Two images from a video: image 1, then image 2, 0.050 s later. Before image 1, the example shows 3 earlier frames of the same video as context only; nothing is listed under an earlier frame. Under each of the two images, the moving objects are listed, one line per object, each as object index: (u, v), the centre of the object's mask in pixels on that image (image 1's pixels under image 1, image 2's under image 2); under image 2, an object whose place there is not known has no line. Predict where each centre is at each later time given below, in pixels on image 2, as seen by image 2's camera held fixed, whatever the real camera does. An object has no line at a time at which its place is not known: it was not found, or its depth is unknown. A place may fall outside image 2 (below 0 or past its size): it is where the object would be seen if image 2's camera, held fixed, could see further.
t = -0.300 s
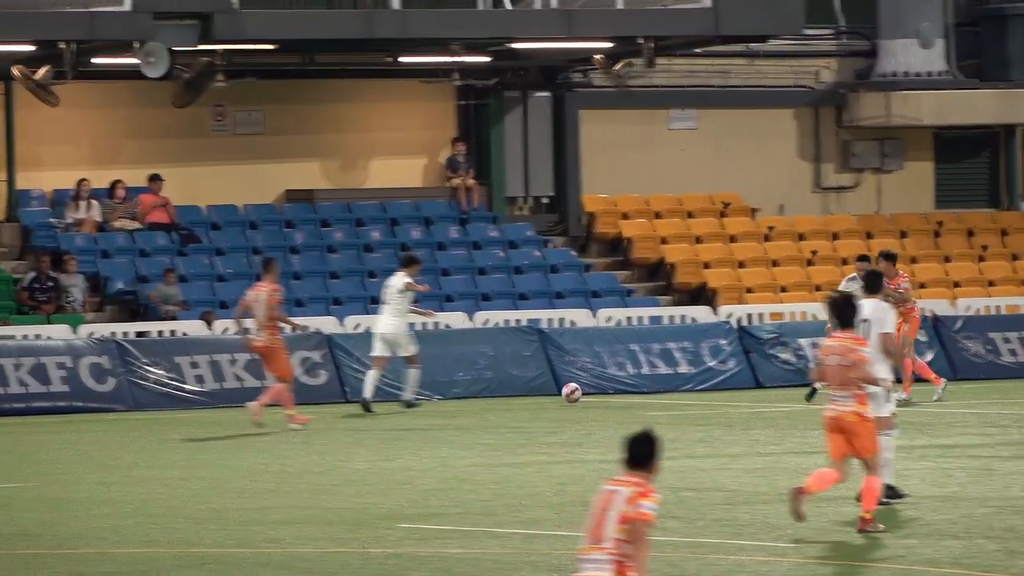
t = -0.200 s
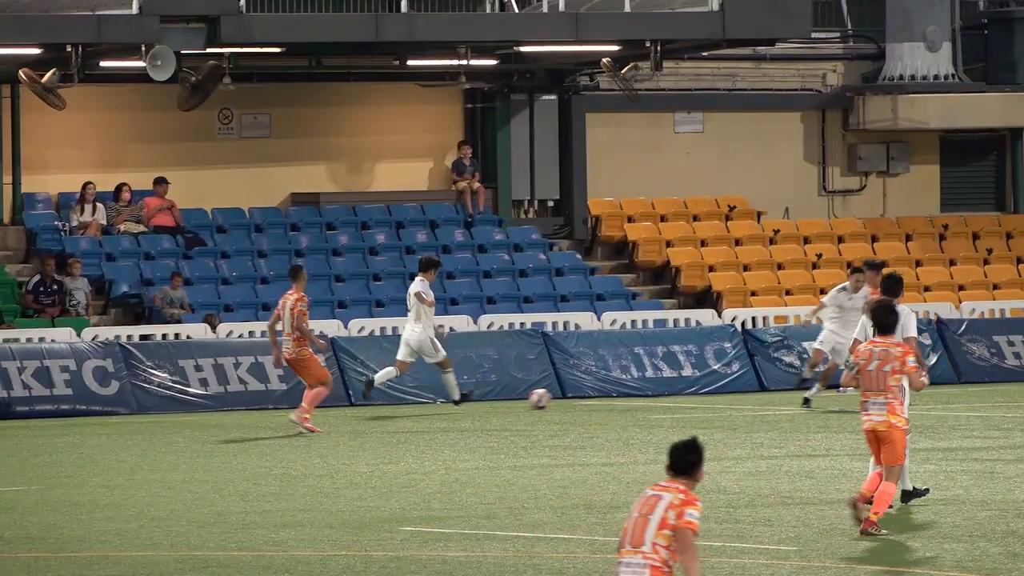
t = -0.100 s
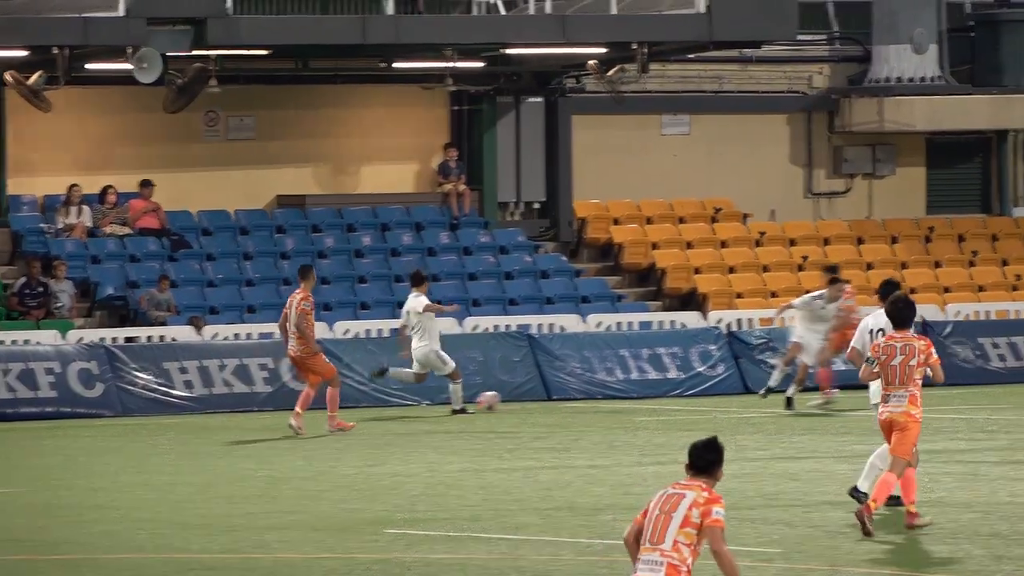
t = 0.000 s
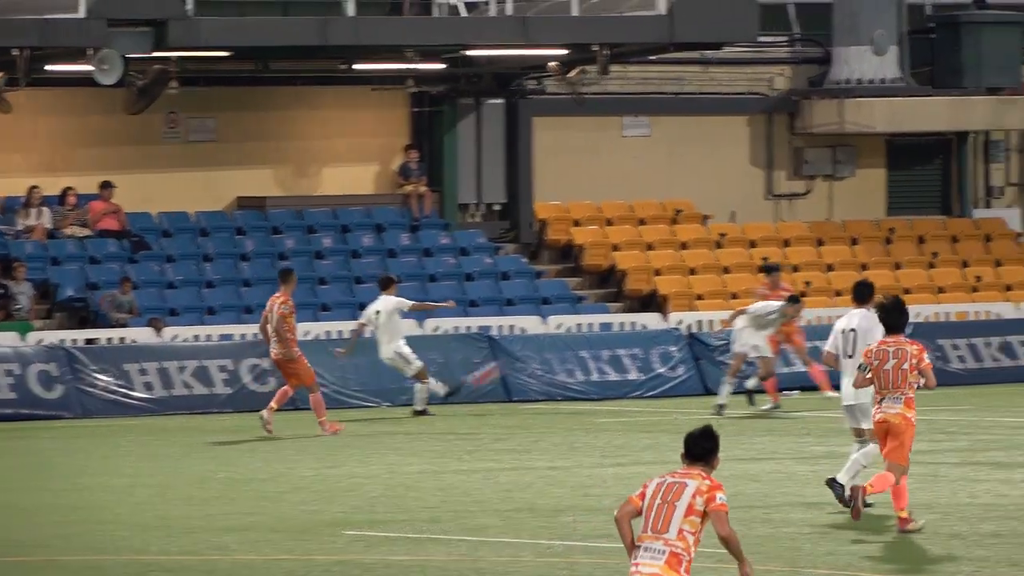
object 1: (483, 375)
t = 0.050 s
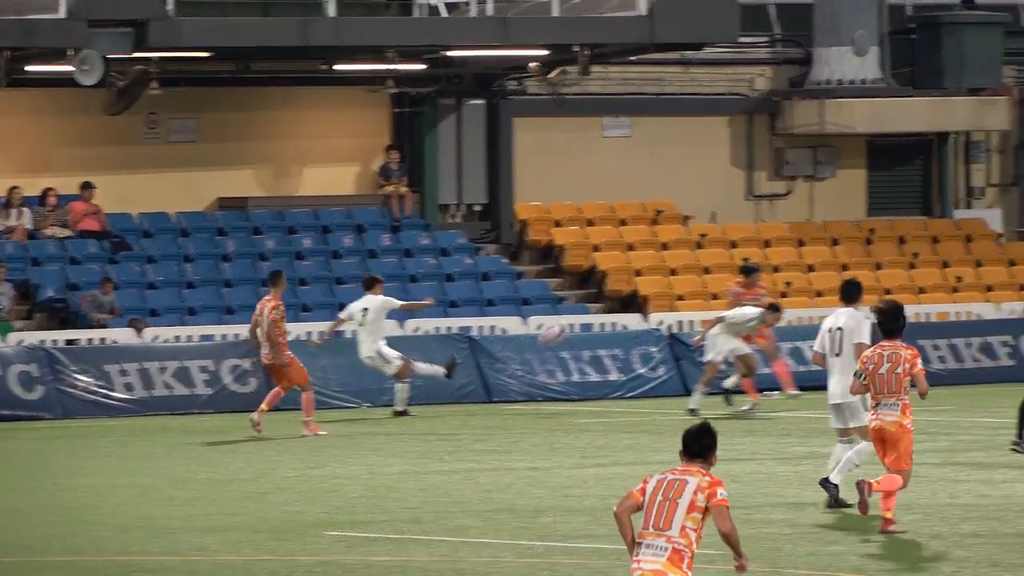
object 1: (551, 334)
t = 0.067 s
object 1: (587, 319)
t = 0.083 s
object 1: (616, 305)
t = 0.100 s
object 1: (641, 294)
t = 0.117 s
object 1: (671, 280)
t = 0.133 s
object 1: (701, 267)
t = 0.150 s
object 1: (728, 255)
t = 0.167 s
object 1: (756, 243)
